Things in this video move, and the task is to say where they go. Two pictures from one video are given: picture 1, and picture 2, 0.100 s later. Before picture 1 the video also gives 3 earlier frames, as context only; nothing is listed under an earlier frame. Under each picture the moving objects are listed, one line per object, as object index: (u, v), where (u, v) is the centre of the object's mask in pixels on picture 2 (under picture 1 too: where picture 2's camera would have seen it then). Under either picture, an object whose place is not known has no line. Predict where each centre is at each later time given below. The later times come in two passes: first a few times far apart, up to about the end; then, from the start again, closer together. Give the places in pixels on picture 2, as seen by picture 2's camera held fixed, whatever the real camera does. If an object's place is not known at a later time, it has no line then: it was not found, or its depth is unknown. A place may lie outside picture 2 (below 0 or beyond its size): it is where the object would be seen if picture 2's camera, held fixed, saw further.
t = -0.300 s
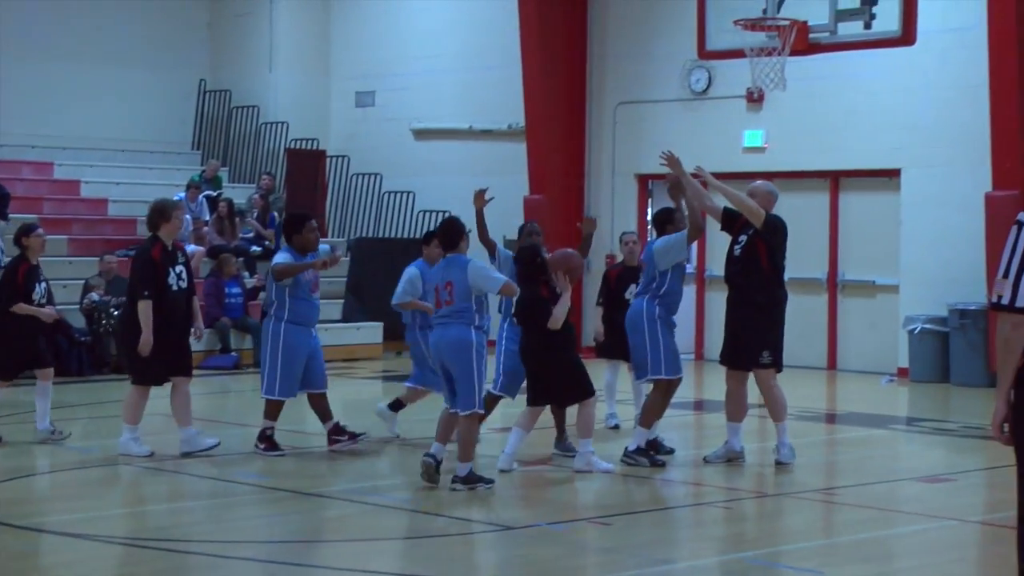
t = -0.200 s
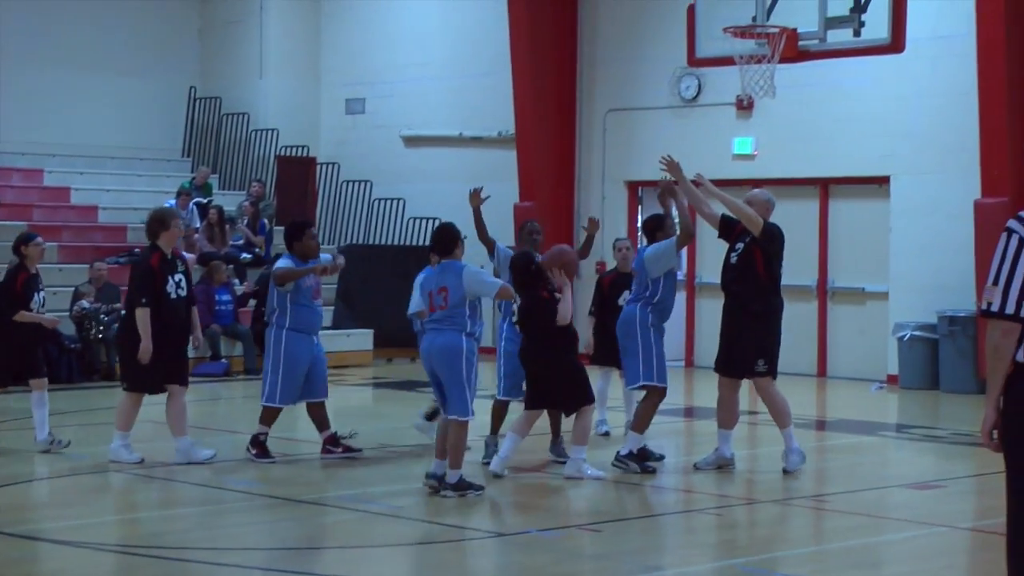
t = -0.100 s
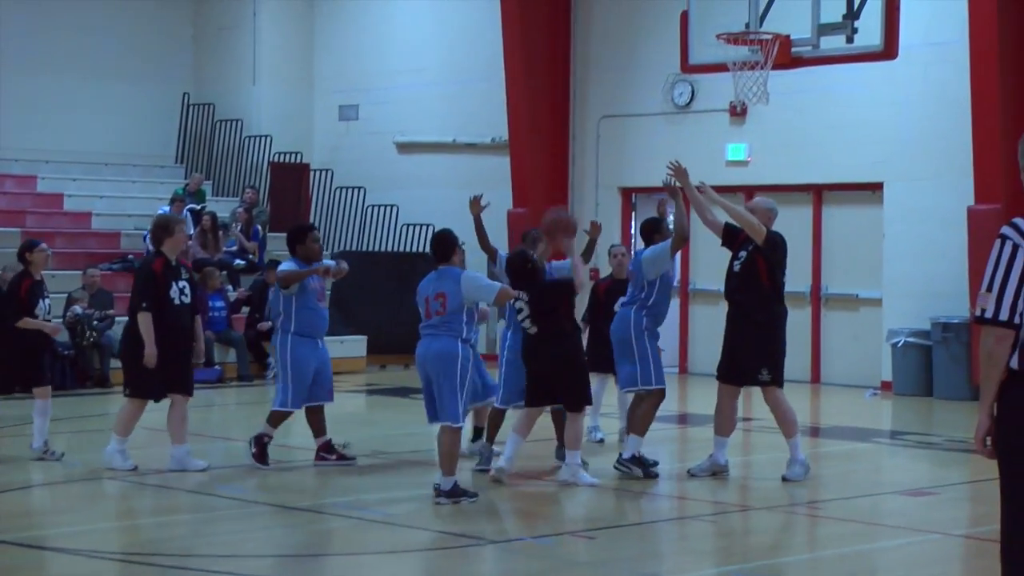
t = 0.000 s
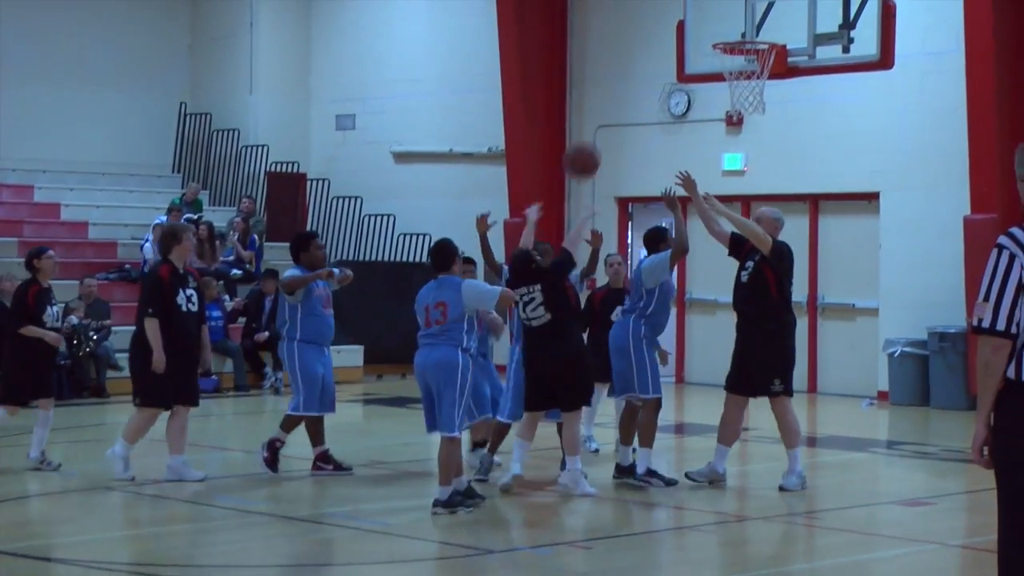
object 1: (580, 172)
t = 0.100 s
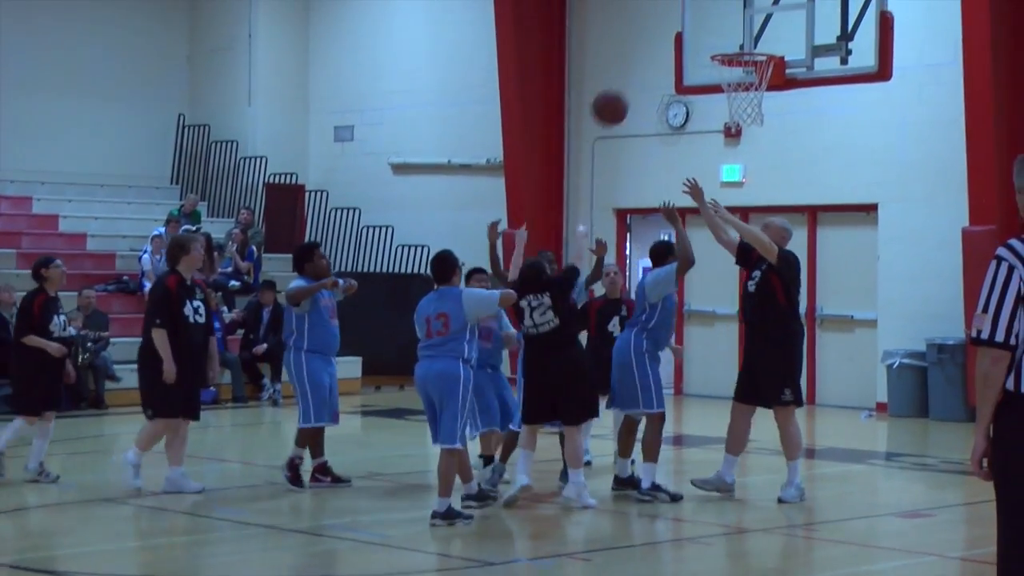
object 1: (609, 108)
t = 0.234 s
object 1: (647, 49)
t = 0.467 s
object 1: (709, 10)
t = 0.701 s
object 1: (762, 42)
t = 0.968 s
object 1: (728, 41)
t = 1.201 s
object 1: (699, 48)
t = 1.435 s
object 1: (673, 115)
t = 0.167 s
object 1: (629, 75)
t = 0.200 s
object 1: (638, 61)
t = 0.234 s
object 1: (647, 49)
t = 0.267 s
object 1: (657, 38)
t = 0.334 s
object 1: (675, 22)
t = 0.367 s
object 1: (684, 16)
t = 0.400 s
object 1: (692, 12)
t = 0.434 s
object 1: (701, 10)
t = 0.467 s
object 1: (709, 10)
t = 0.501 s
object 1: (717, 11)
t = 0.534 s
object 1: (726, 13)
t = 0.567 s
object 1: (734, 17)
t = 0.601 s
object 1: (742, 23)
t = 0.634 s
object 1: (750, 30)
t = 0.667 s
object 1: (758, 39)
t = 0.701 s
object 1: (762, 42)
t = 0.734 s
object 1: (761, 42)
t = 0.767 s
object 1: (761, 44)
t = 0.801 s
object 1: (758, 44)
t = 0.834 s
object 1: (752, 44)
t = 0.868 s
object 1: (746, 43)
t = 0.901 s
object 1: (739, 42)
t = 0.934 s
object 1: (733, 42)
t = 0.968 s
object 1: (728, 41)
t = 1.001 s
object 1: (723, 40)
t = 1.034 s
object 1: (719, 40)
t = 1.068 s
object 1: (715, 40)
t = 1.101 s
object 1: (711, 41)
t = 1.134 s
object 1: (707, 42)
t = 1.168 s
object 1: (703, 44)
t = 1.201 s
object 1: (699, 48)
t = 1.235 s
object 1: (695, 53)
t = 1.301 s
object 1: (688, 67)
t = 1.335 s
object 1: (684, 77)
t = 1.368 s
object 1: (680, 88)
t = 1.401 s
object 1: (676, 101)
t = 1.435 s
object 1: (673, 115)
